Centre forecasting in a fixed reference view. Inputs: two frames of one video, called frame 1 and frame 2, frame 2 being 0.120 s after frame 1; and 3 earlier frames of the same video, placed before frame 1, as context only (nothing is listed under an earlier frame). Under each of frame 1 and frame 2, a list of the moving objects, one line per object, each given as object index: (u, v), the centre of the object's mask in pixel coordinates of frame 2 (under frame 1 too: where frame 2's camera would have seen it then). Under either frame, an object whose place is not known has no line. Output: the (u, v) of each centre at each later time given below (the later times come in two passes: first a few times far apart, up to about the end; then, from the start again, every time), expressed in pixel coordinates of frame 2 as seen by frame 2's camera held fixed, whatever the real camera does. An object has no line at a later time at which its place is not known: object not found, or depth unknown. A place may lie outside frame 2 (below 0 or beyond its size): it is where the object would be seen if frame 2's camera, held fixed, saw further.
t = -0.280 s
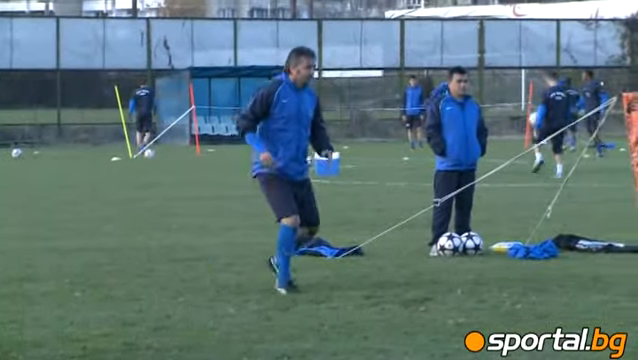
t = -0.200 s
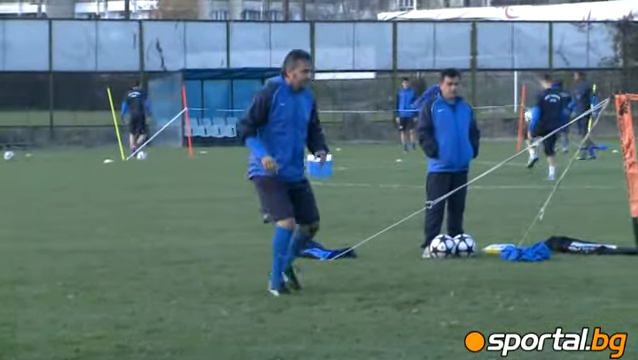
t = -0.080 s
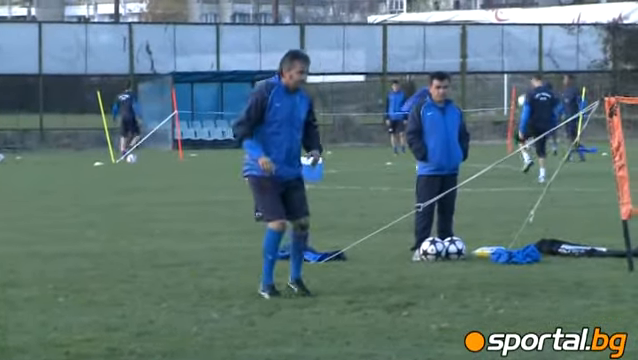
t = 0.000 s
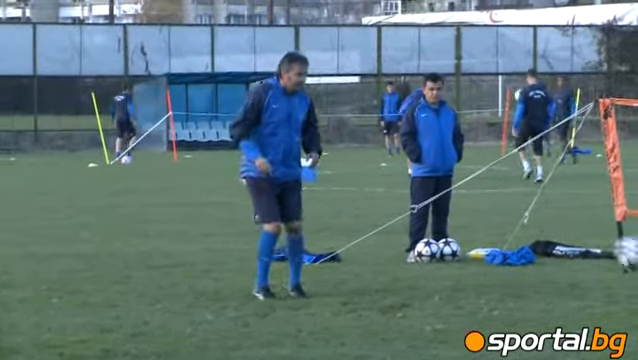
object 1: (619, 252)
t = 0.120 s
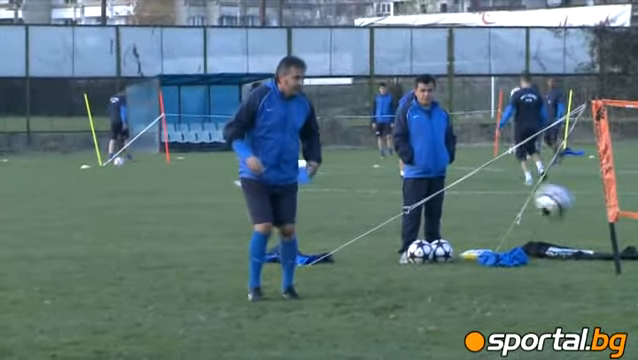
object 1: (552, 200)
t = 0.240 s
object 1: (482, 170)
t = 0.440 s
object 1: (366, 170)
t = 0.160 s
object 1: (529, 189)
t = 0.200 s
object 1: (506, 178)
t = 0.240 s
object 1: (482, 170)
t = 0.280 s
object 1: (458, 165)
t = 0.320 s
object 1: (435, 162)
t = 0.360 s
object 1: (413, 163)
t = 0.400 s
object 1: (388, 165)
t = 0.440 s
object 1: (366, 170)
